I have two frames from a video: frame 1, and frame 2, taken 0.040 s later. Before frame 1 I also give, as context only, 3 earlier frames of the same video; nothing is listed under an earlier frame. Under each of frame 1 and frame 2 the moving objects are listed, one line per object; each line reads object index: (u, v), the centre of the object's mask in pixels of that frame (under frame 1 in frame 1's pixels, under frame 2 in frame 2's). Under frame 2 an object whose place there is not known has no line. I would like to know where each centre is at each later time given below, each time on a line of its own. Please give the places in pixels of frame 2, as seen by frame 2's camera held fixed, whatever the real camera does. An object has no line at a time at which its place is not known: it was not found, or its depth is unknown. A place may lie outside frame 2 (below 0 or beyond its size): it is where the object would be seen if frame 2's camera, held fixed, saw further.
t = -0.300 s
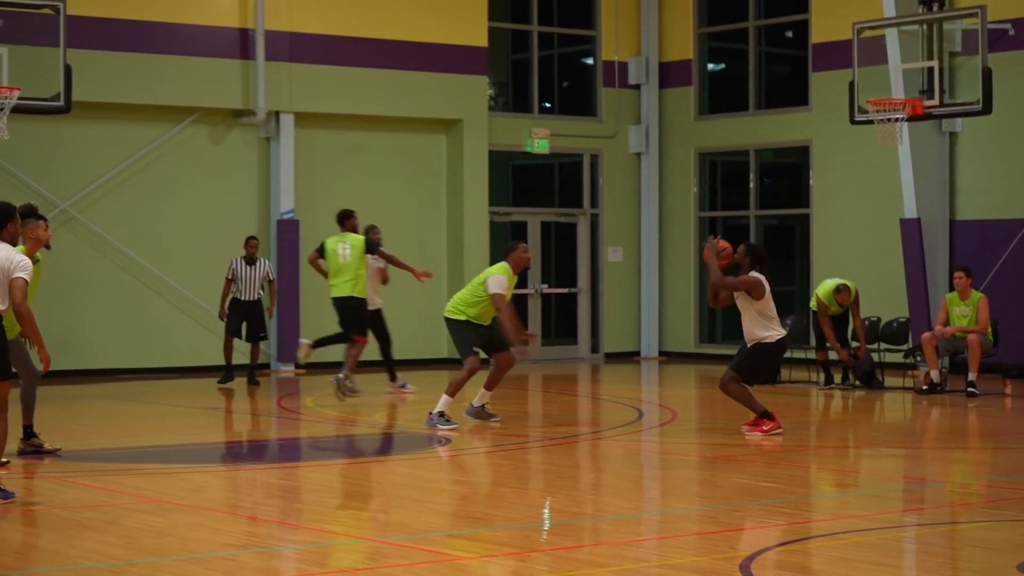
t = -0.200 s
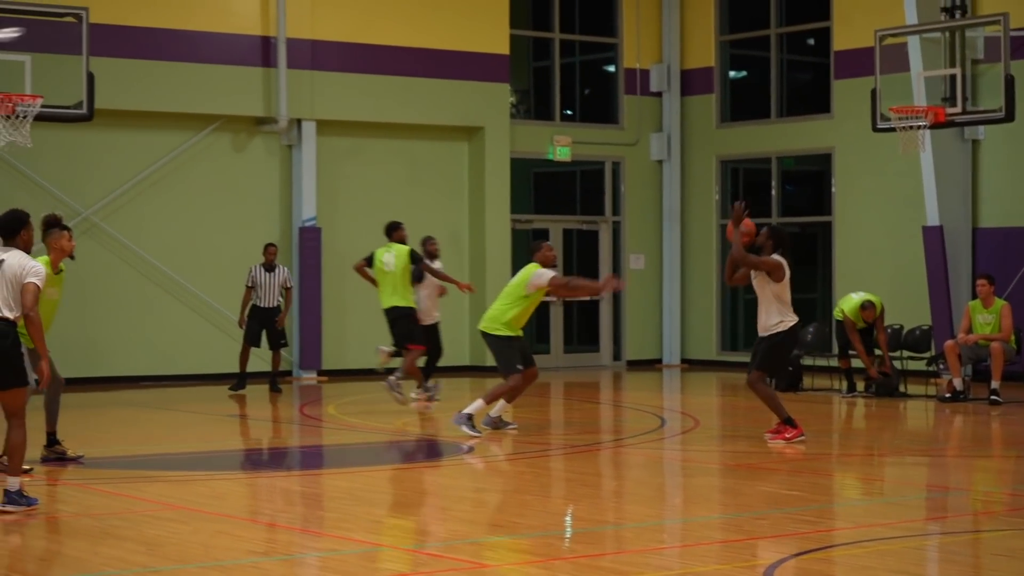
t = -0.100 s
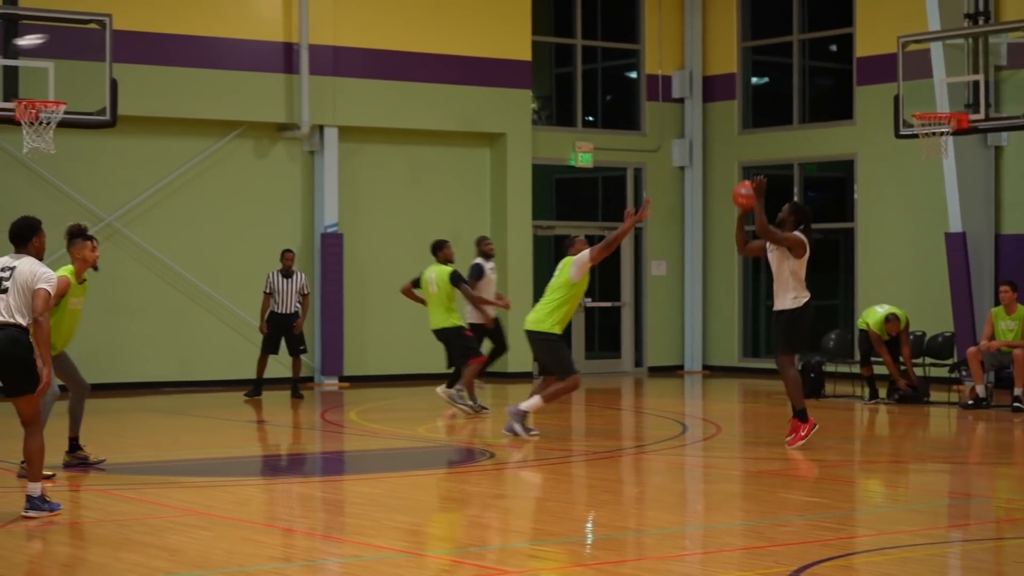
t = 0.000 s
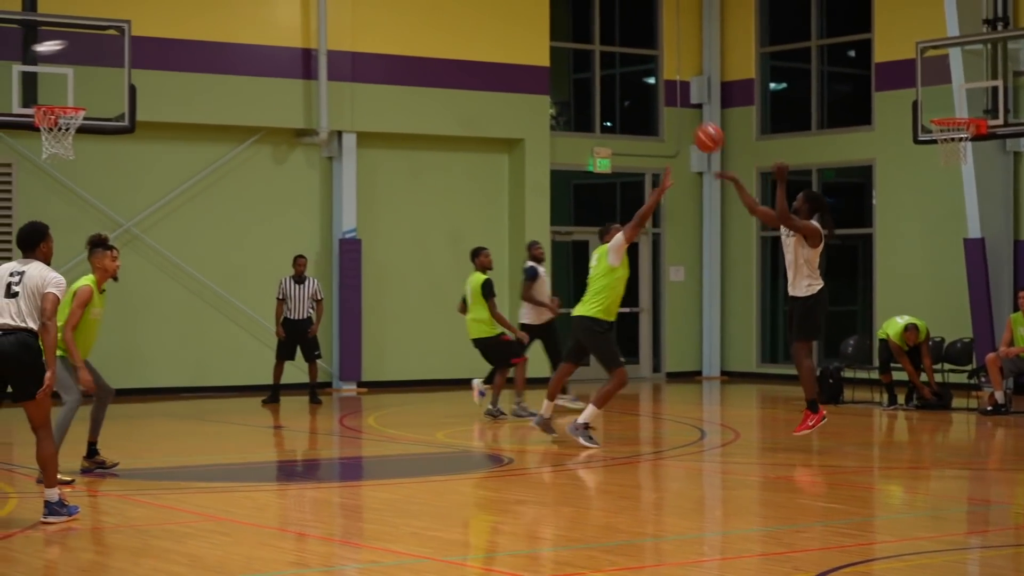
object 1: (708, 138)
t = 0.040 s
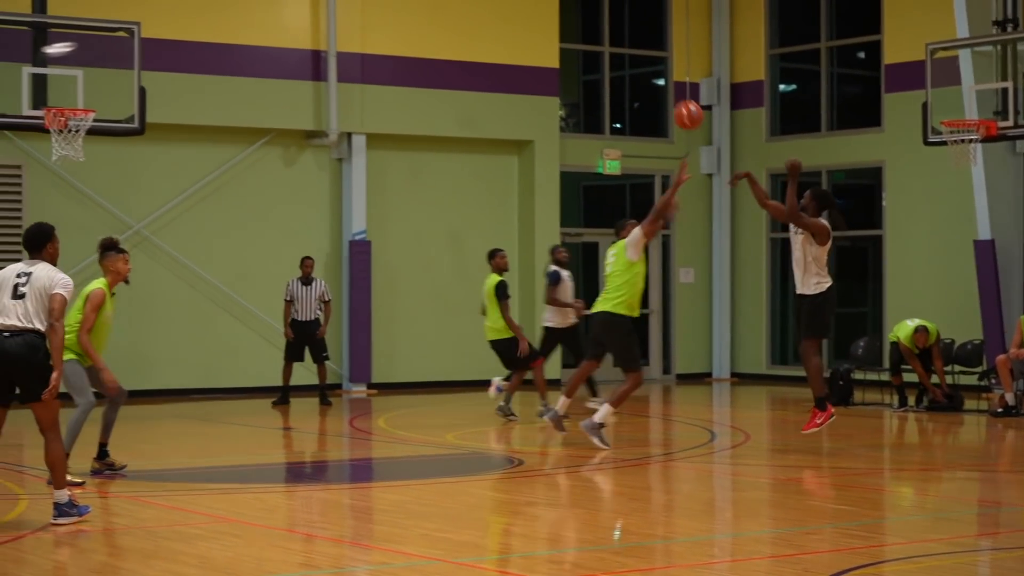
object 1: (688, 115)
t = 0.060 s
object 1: (672, 104)
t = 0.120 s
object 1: (626, 74)
